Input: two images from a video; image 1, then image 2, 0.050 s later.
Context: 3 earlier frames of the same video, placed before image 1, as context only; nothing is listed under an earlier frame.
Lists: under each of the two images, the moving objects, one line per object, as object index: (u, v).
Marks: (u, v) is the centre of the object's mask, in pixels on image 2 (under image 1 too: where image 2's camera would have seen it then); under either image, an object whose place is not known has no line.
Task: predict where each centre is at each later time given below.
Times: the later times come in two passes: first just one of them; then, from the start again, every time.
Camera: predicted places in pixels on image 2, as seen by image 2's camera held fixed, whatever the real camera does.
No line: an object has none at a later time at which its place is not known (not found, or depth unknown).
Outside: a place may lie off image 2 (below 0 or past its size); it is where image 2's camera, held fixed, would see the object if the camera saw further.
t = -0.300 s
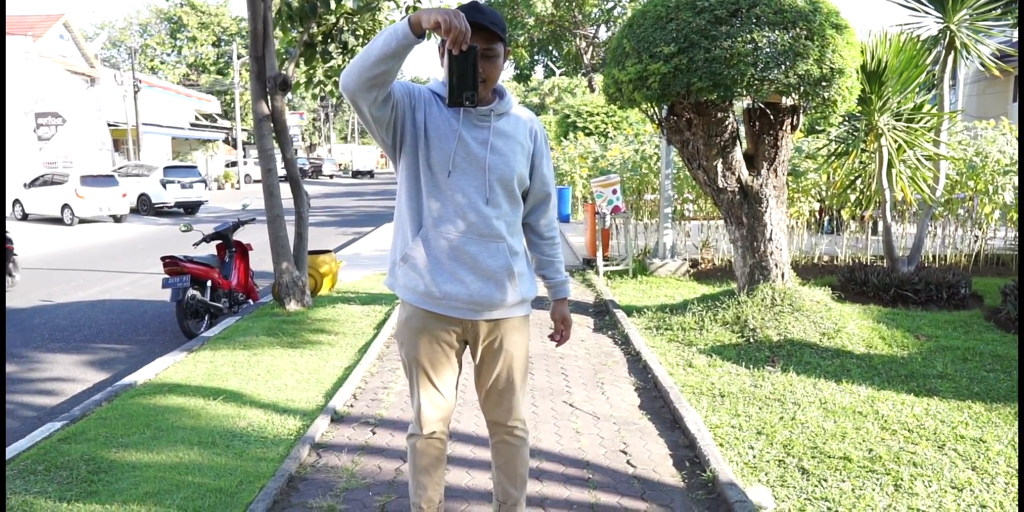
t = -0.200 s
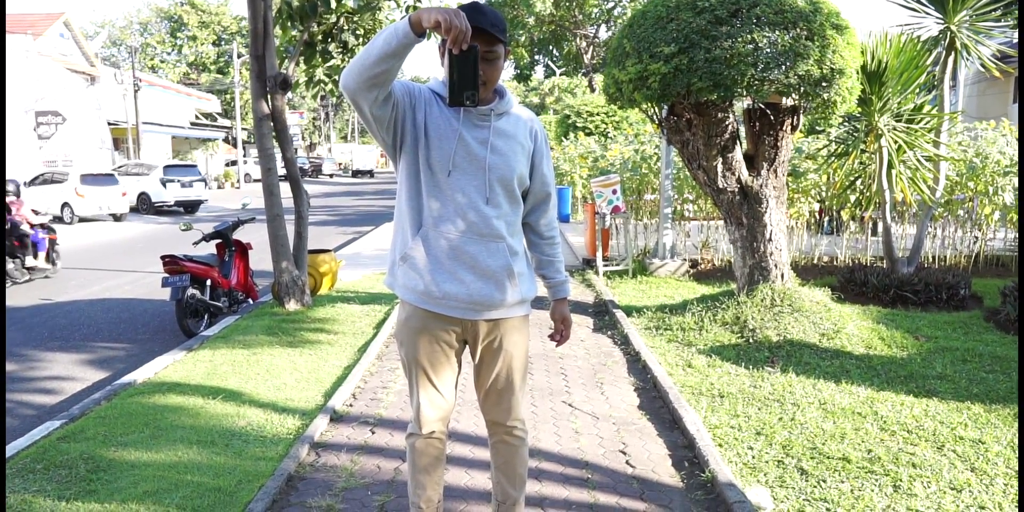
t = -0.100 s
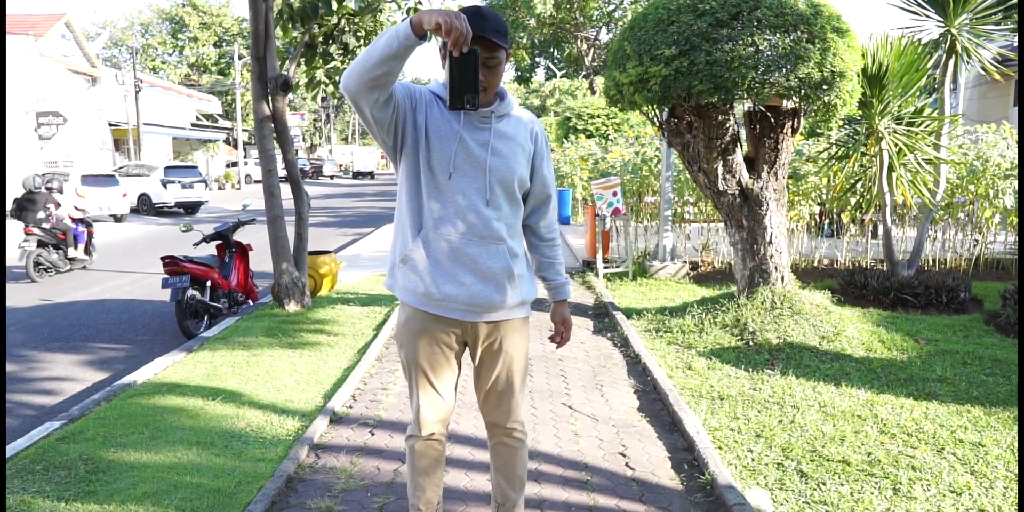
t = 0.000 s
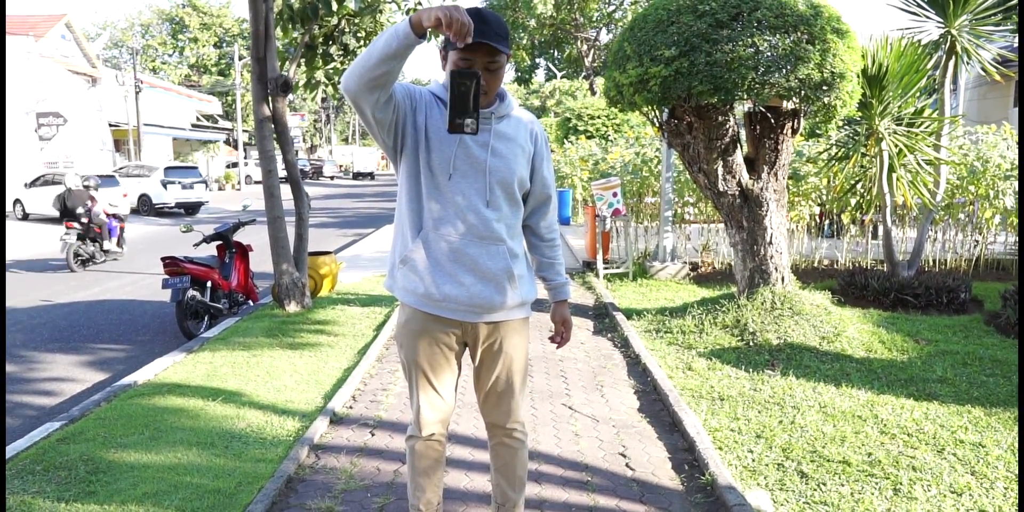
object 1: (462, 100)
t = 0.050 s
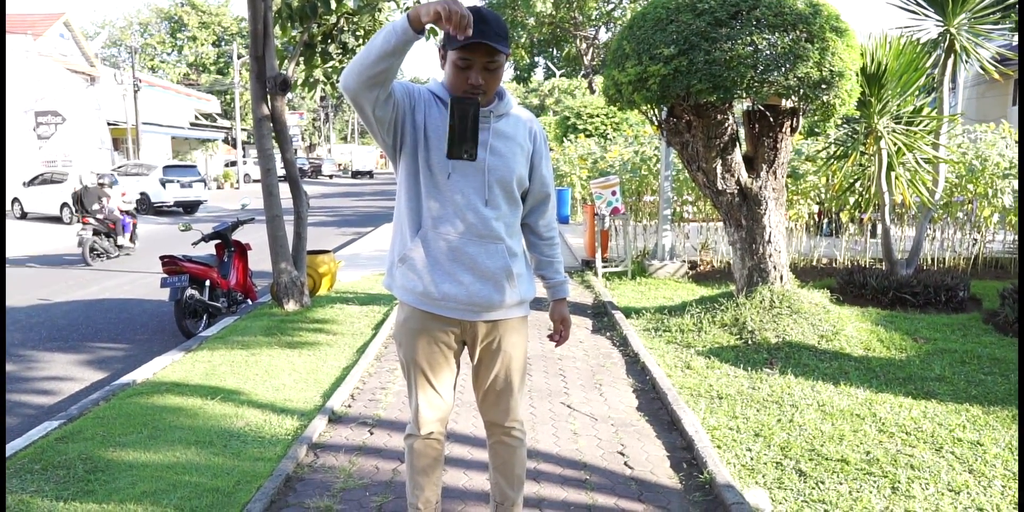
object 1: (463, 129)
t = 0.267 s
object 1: (468, 368)
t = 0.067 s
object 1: (464, 140)
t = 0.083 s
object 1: (464, 152)
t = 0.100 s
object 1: (464, 166)
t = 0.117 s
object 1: (464, 181)
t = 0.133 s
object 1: (464, 198)
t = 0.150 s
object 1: (465, 215)
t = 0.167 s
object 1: (465, 234)
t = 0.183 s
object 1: (465, 254)
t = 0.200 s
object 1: (466, 275)
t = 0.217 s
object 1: (466, 297)
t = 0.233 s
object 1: (466, 319)
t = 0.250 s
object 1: (467, 343)
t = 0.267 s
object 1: (468, 368)
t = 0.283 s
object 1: (468, 393)
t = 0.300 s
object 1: (469, 420)
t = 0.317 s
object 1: (470, 447)
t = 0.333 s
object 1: (470, 475)
